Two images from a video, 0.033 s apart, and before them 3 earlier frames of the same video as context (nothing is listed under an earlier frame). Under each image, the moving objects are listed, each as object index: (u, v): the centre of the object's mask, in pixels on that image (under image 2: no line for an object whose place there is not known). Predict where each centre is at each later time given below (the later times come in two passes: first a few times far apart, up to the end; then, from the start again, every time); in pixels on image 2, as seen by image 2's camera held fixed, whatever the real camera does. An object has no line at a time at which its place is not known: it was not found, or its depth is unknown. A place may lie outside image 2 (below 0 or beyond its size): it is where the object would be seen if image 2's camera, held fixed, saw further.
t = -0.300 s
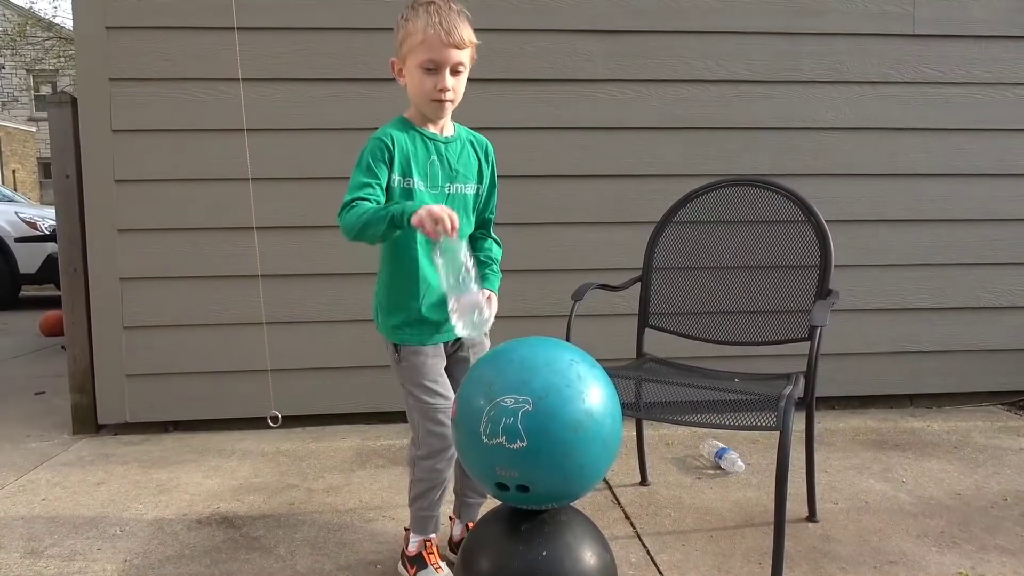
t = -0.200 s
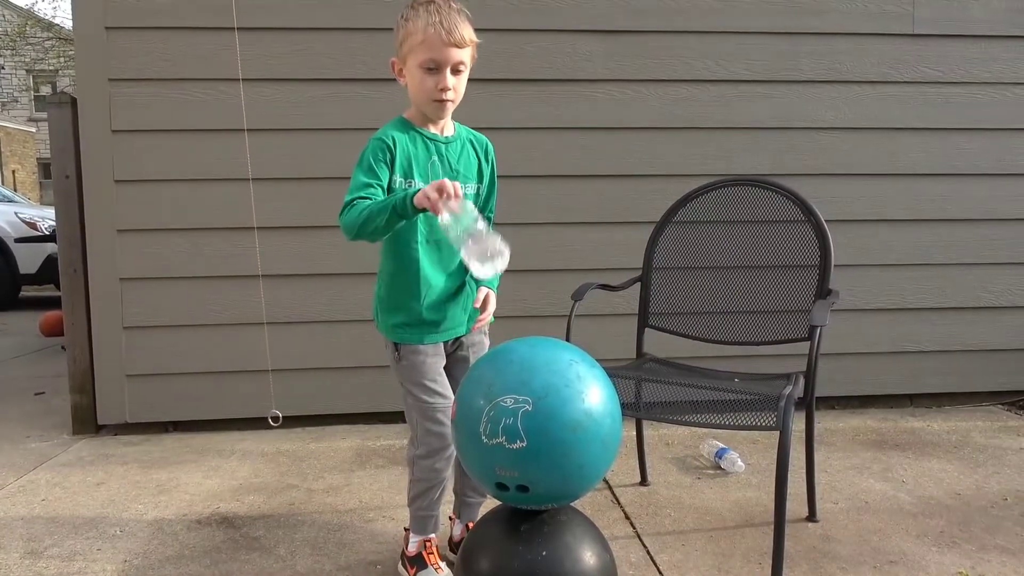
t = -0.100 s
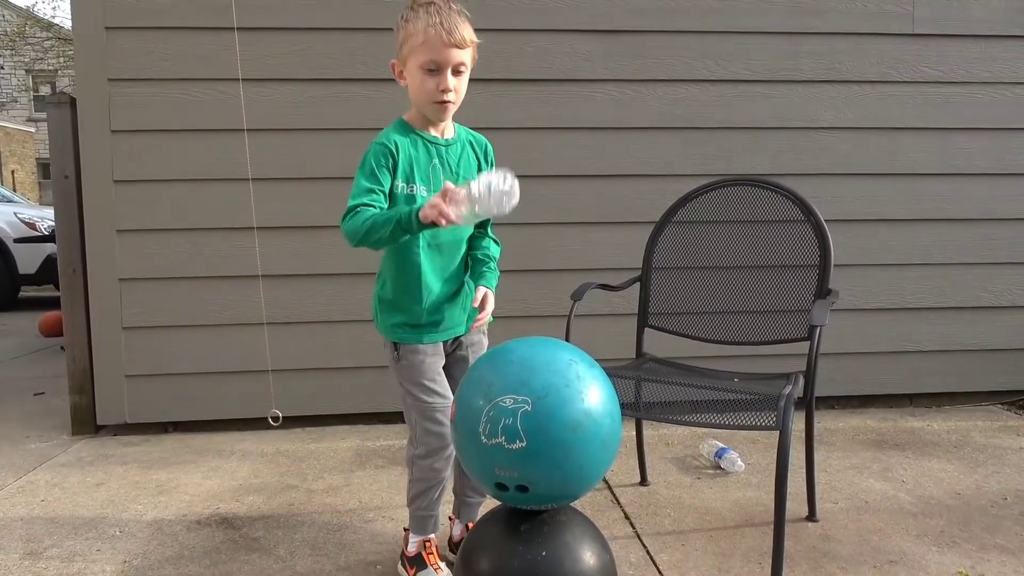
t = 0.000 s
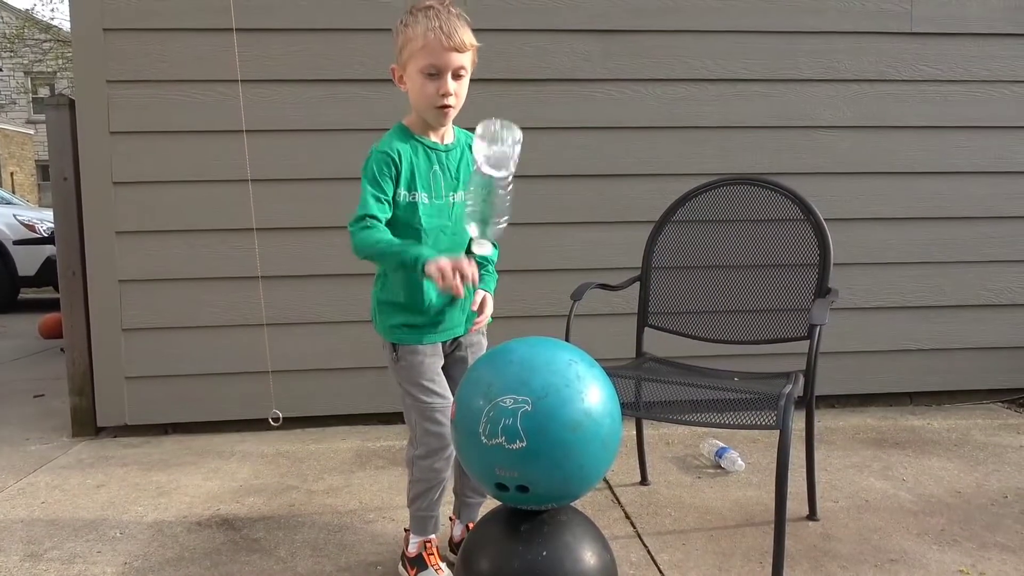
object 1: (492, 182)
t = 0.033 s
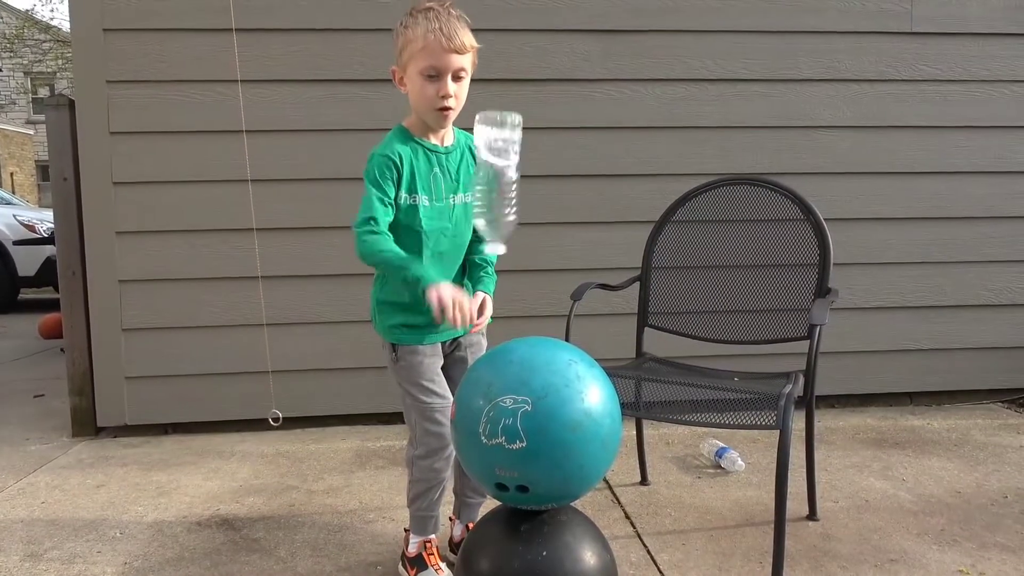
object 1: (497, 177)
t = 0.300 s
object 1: (523, 106)
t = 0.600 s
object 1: (535, 251)
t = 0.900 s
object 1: (537, 313)
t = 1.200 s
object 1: (533, 544)
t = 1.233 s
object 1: (530, 560)
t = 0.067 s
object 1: (502, 168)
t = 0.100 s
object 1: (507, 157)
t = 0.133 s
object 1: (512, 145)
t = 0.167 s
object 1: (515, 133)
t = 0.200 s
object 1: (518, 122)
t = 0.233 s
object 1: (520, 114)
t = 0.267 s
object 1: (521, 108)
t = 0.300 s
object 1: (523, 106)
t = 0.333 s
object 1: (524, 108)
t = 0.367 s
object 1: (526, 115)
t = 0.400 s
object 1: (527, 125)
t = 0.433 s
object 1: (528, 139)
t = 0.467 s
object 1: (529, 156)
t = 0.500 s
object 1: (530, 175)
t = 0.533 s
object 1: (531, 198)
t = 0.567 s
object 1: (533, 224)
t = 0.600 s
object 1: (535, 251)
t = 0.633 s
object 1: (536, 269)
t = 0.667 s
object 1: (535, 270)
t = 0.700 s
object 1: (535, 273)
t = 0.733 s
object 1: (535, 276)
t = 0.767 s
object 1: (535, 280)
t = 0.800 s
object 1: (536, 286)
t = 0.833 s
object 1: (537, 293)
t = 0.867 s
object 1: (537, 302)
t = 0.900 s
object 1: (537, 313)
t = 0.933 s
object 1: (538, 327)
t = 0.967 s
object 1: (538, 345)
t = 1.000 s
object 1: (538, 367)
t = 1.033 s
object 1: (538, 394)
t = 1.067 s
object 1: (540, 423)
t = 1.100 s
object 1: (541, 461)
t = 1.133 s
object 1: (539, 499)
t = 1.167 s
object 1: (535, 528)
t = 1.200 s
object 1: (533, 544)
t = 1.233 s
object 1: (530, 560)
